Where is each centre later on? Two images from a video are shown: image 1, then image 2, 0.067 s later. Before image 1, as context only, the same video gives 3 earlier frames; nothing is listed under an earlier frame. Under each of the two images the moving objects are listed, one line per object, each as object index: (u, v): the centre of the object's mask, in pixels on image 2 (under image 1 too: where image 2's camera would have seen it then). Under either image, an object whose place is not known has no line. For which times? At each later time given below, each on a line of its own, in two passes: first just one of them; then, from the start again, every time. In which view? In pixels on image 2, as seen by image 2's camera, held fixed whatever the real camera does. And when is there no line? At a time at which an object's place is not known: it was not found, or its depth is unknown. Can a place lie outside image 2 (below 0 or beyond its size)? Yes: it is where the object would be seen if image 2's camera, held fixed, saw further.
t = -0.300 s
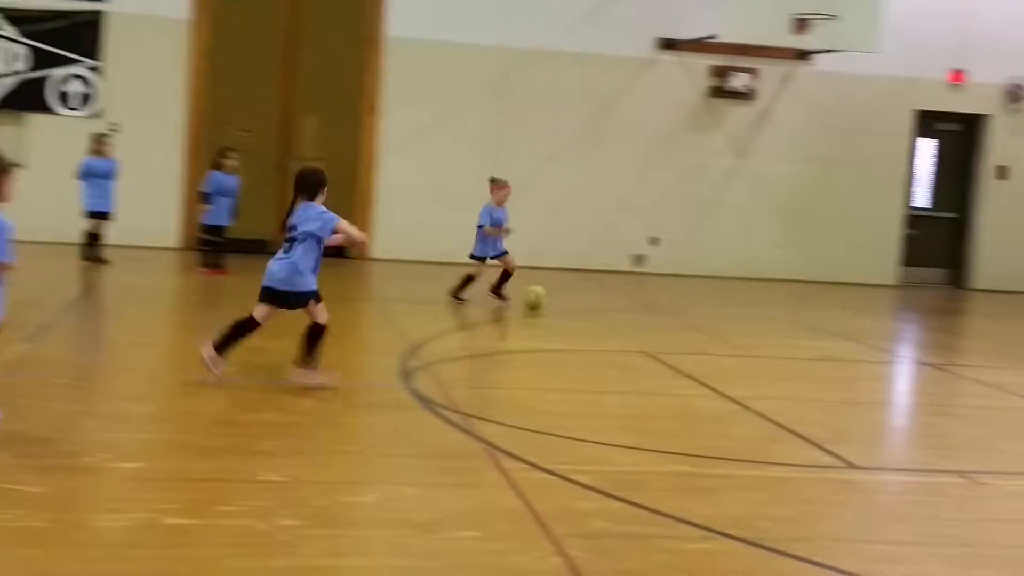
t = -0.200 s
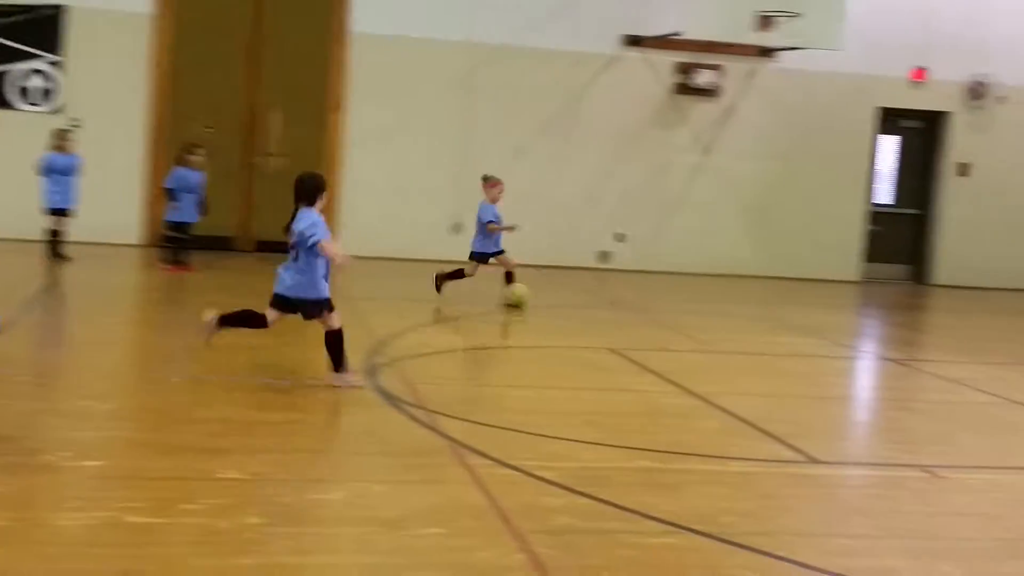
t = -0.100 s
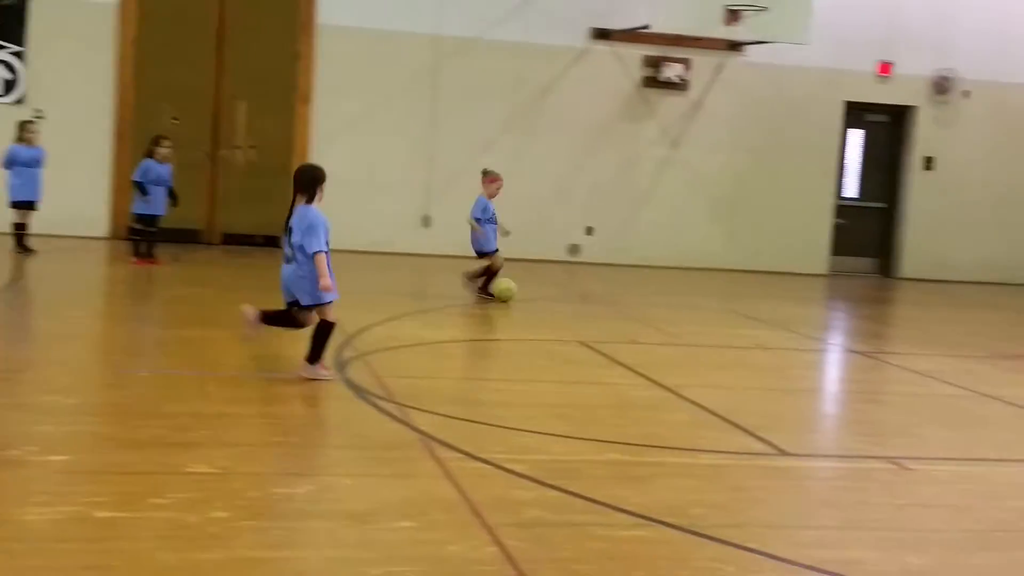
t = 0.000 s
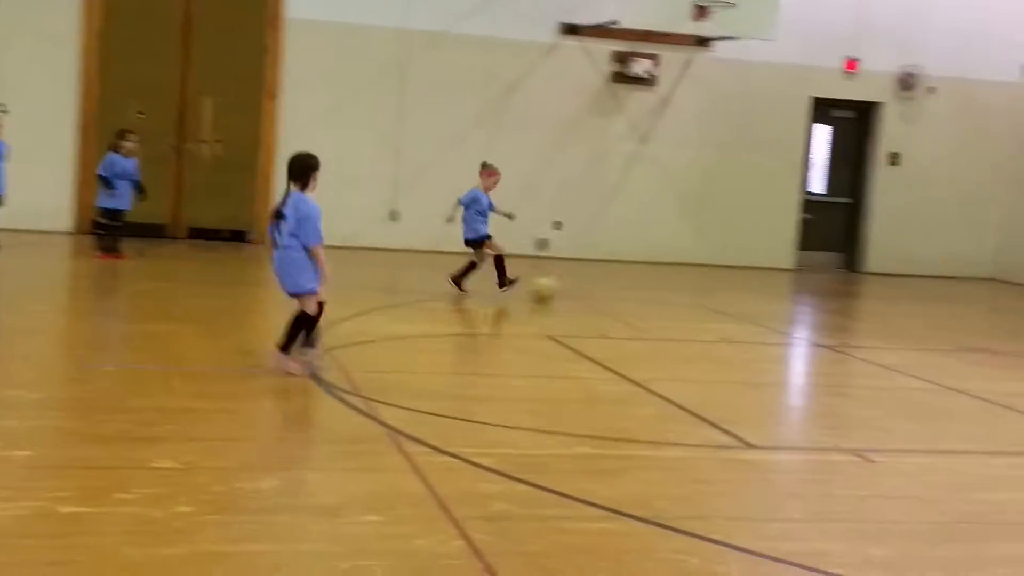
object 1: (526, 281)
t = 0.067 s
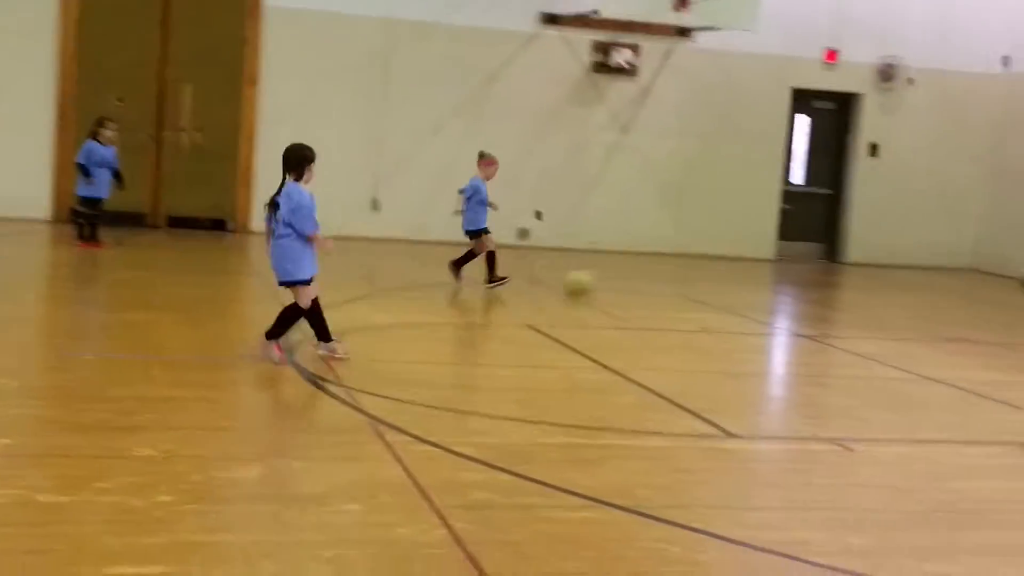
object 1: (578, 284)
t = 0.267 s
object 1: (719, 297)
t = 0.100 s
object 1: (604, 286)
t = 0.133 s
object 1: (628, 289)
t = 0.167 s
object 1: (651, 290)
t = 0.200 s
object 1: (675, 292)
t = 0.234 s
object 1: (699, 295)
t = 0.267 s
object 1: (719, 297)
